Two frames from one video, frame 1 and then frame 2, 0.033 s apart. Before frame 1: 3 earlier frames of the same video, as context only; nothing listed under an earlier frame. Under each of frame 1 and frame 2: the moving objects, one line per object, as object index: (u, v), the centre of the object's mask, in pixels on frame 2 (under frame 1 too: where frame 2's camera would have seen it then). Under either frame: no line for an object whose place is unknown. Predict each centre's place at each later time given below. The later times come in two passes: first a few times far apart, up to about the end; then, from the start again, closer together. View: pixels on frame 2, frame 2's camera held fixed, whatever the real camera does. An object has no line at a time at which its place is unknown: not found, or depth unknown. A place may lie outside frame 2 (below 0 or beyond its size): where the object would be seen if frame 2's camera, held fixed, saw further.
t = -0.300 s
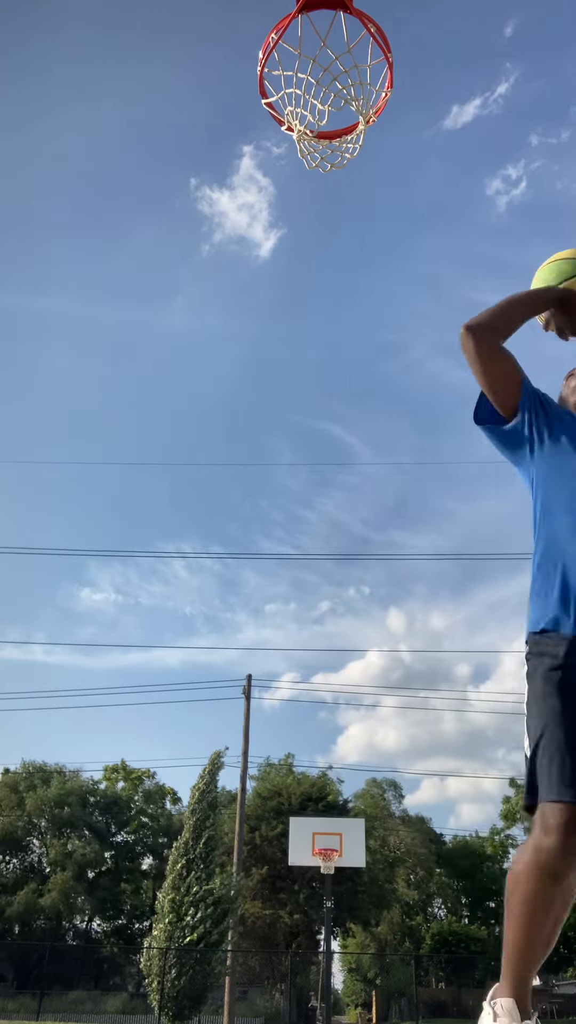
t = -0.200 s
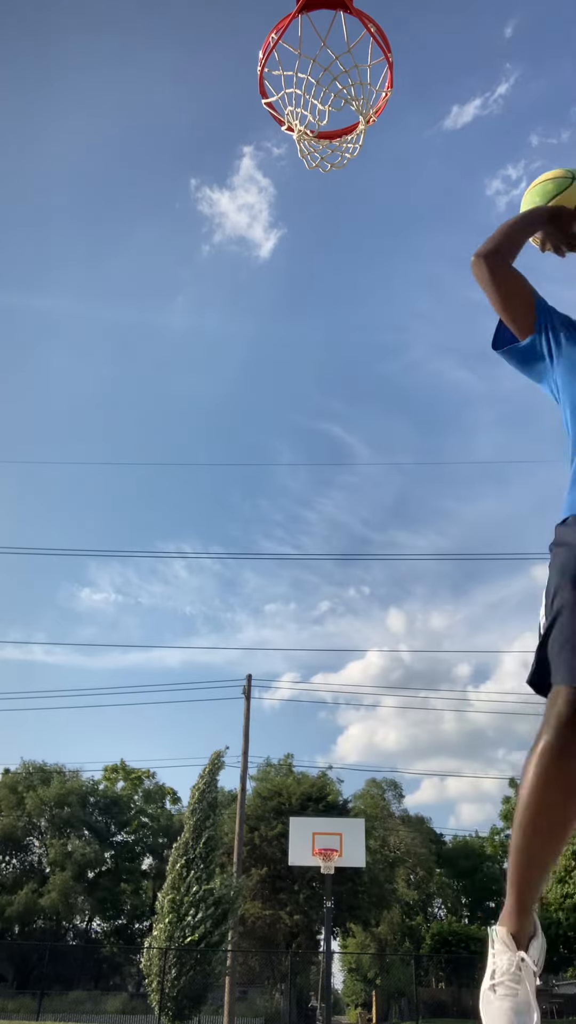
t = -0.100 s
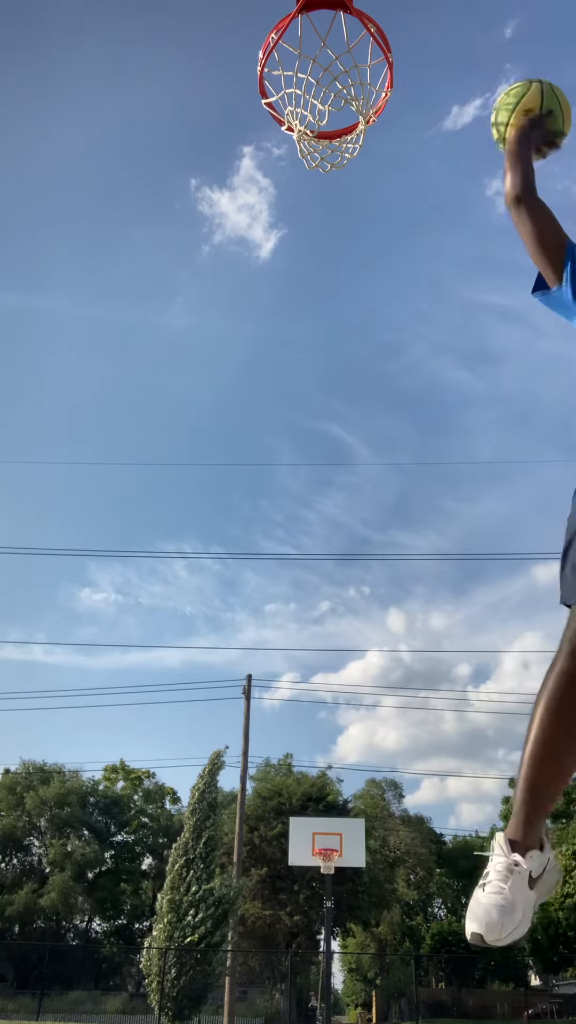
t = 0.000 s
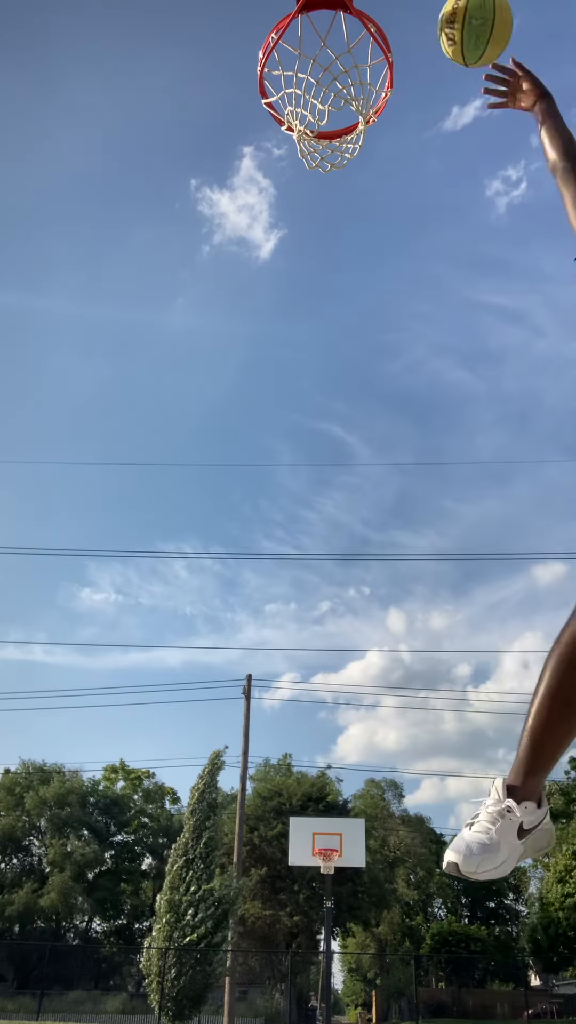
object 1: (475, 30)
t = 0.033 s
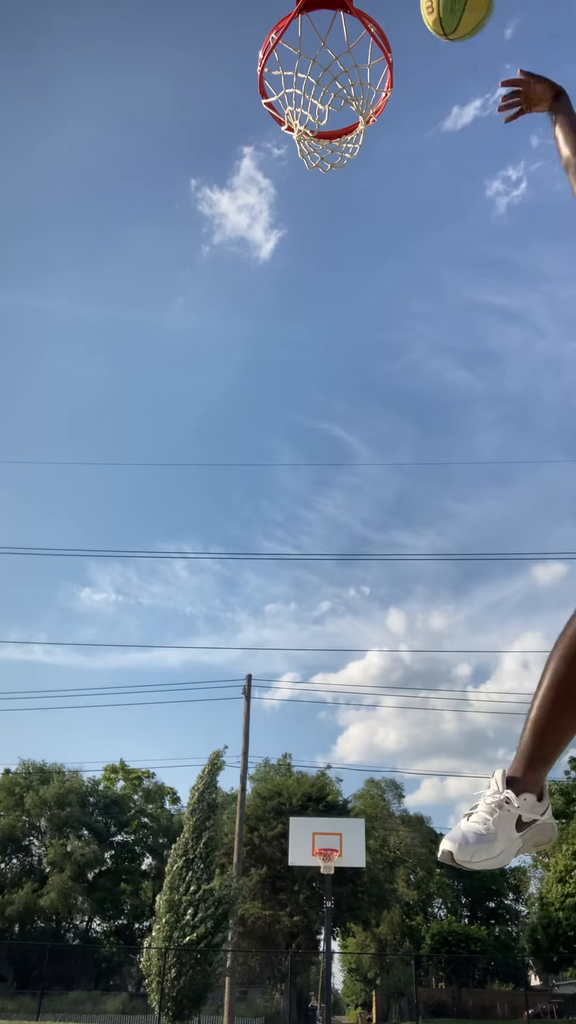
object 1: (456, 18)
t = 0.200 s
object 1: (395, 5)
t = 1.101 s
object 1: (316, 703)
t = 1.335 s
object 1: (386, 686)
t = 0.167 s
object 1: (404, 8)
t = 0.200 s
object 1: (395, 5)
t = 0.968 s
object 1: (309, 418)
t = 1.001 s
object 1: (310, 473)
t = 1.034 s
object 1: (313, 538)
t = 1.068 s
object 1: (315, 615)
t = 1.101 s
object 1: (316, 703)
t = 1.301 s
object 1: (373, 763)
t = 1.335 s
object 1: (386, 686)
